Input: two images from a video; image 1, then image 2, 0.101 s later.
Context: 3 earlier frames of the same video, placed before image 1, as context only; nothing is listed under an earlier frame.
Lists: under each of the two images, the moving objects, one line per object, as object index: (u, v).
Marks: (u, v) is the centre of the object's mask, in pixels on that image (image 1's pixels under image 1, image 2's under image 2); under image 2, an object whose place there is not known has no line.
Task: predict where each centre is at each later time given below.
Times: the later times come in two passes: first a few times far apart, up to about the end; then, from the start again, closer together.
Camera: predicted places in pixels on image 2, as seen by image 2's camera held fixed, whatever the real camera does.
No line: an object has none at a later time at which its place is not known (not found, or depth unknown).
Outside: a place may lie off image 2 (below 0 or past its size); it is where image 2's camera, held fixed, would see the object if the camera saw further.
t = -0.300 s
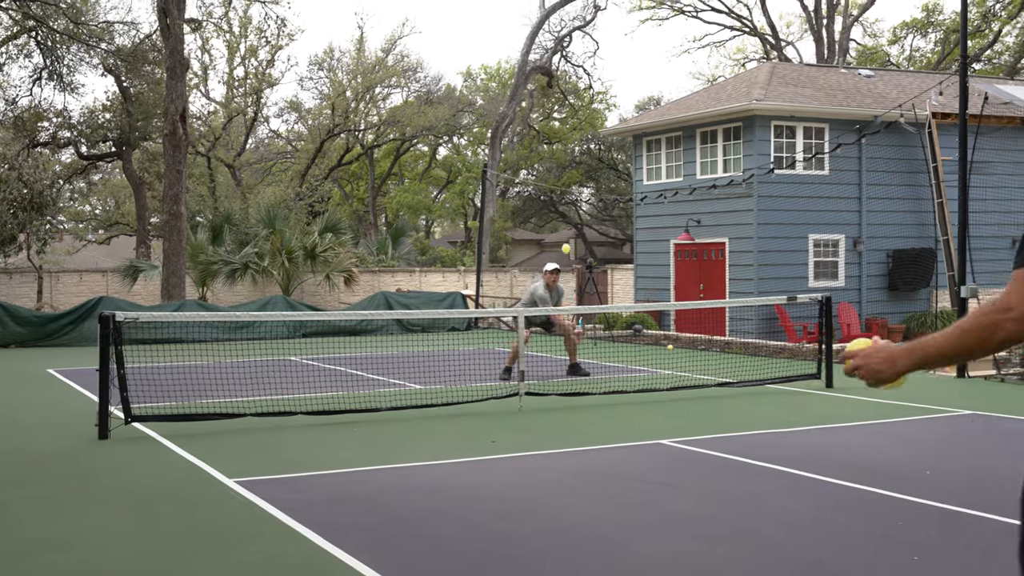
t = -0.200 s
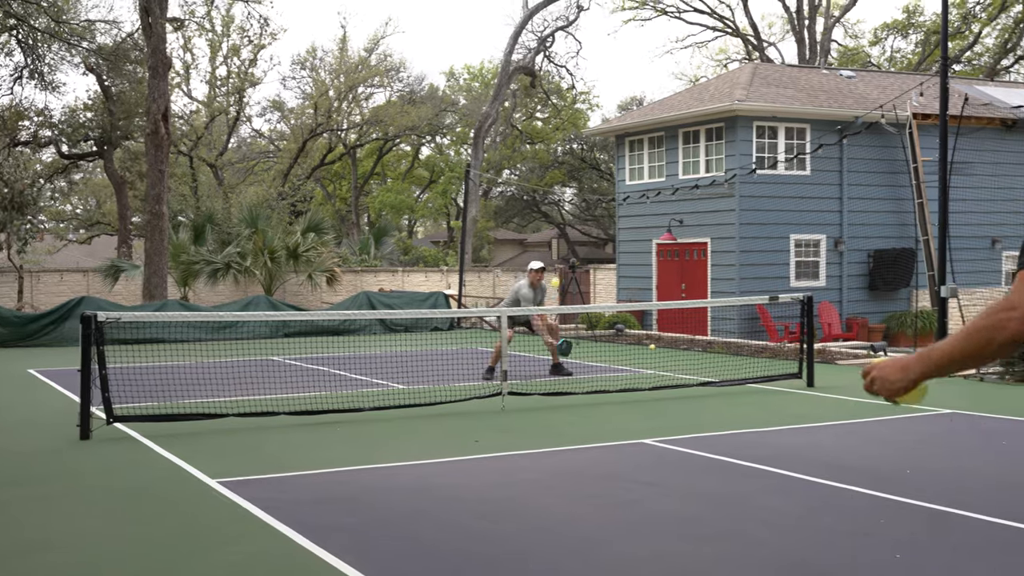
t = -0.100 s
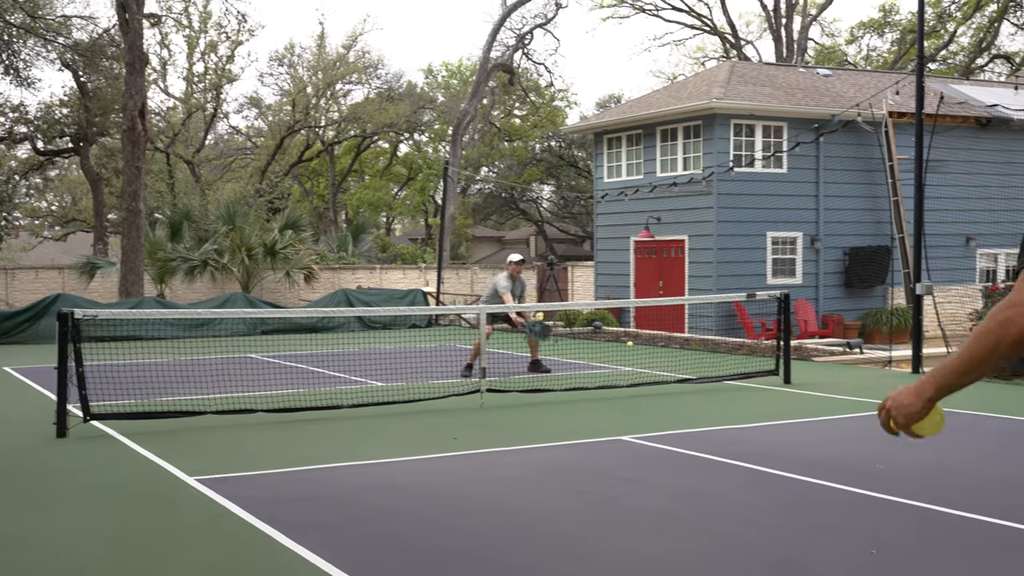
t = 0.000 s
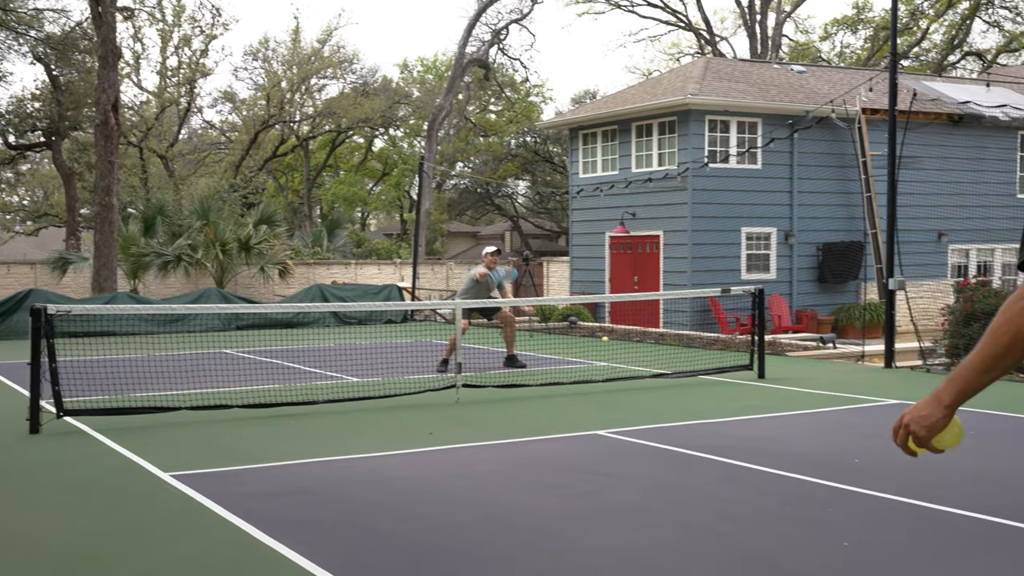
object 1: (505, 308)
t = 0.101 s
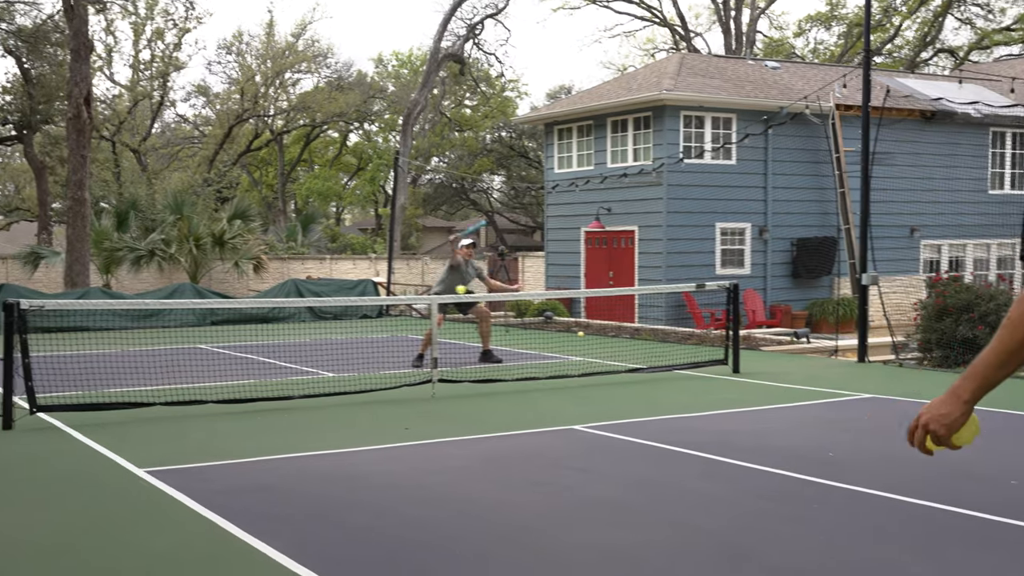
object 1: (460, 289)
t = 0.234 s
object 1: (433, 296)
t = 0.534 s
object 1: (351, 452)
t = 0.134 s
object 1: (454, 289)
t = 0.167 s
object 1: (447, 290)
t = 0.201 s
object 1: (441, 291)
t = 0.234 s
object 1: (433, 296)
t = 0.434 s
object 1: (384, 371)
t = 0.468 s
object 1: (374, 394)
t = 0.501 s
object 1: (363, 420)
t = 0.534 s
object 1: (351, 452)
